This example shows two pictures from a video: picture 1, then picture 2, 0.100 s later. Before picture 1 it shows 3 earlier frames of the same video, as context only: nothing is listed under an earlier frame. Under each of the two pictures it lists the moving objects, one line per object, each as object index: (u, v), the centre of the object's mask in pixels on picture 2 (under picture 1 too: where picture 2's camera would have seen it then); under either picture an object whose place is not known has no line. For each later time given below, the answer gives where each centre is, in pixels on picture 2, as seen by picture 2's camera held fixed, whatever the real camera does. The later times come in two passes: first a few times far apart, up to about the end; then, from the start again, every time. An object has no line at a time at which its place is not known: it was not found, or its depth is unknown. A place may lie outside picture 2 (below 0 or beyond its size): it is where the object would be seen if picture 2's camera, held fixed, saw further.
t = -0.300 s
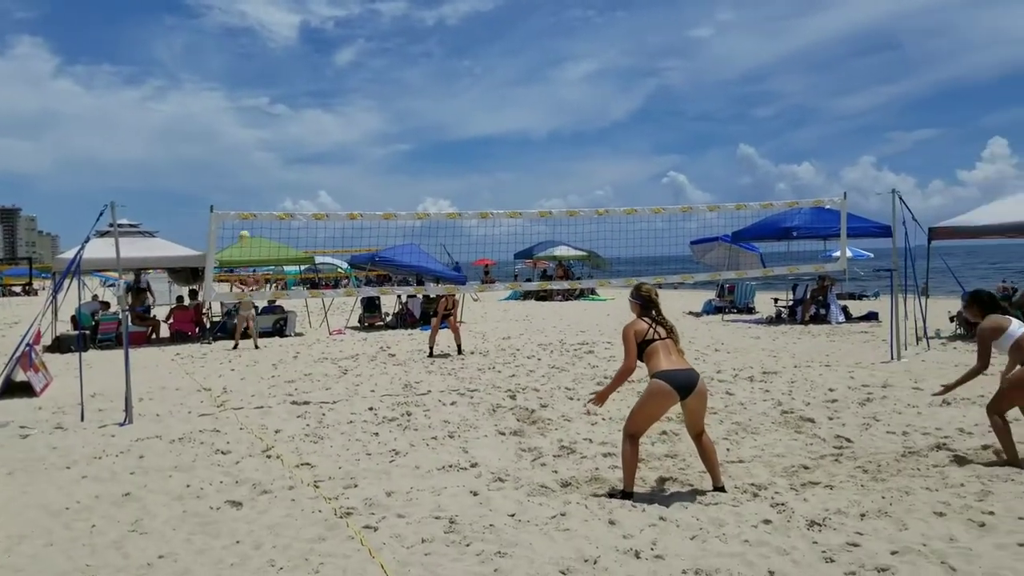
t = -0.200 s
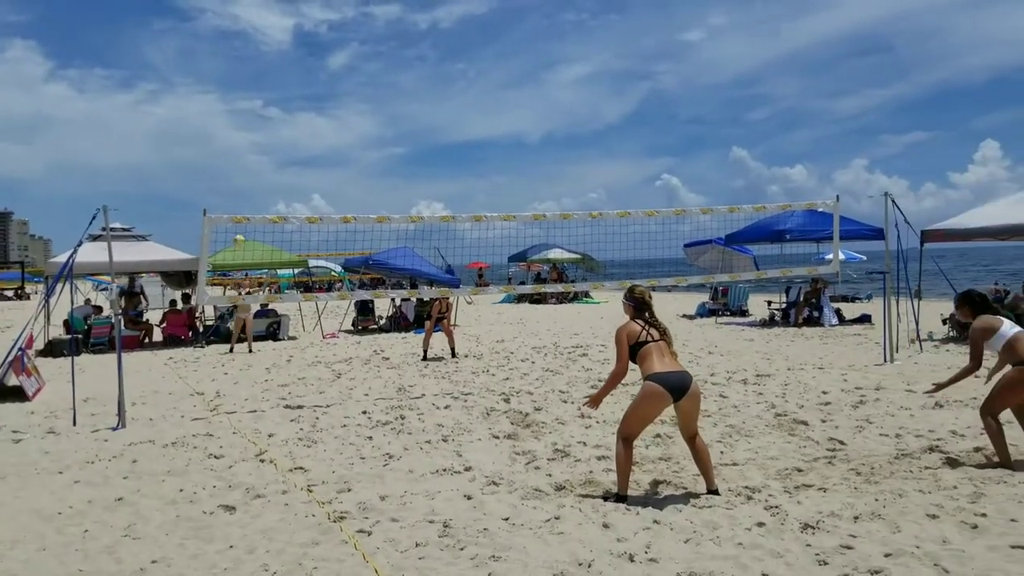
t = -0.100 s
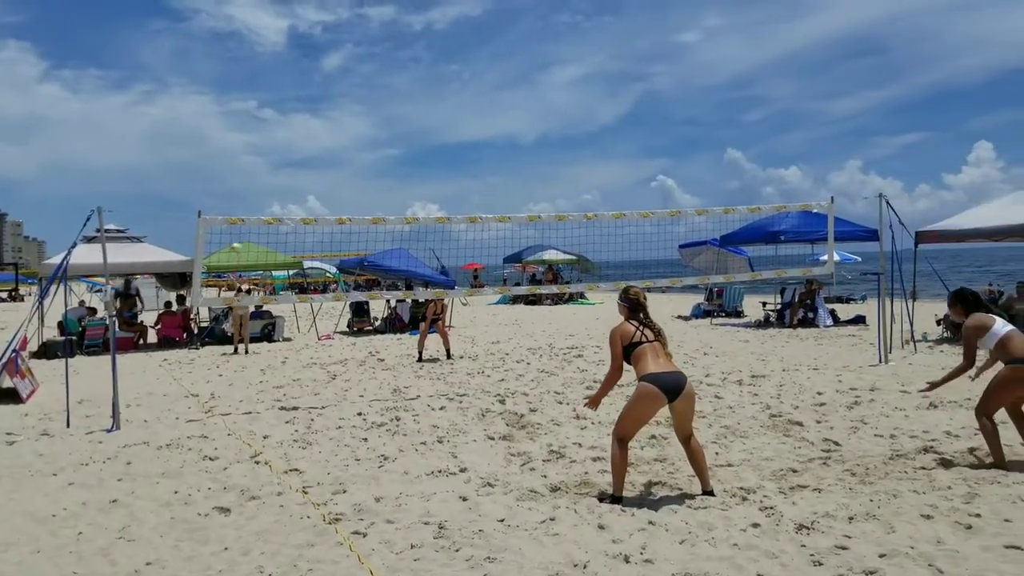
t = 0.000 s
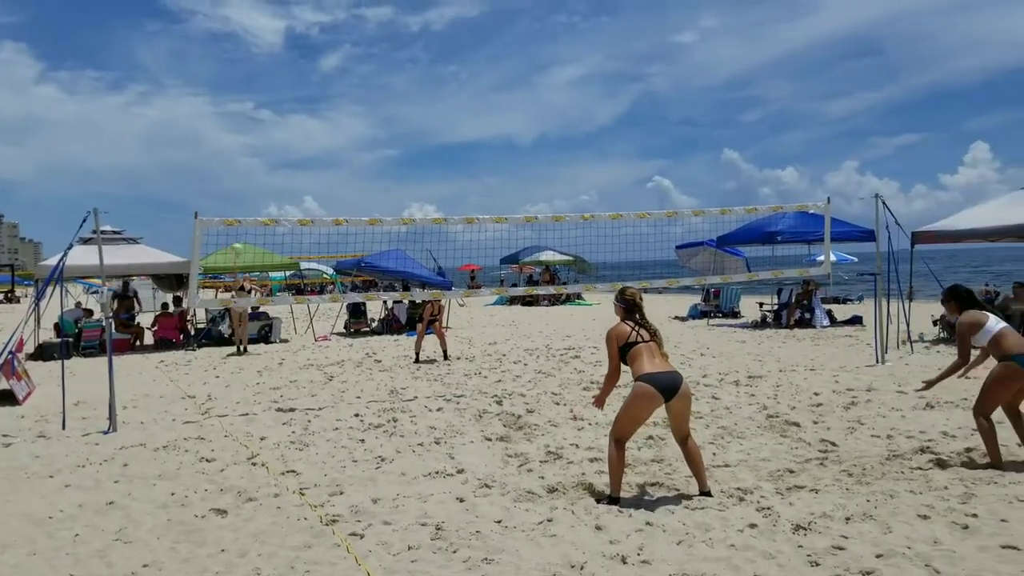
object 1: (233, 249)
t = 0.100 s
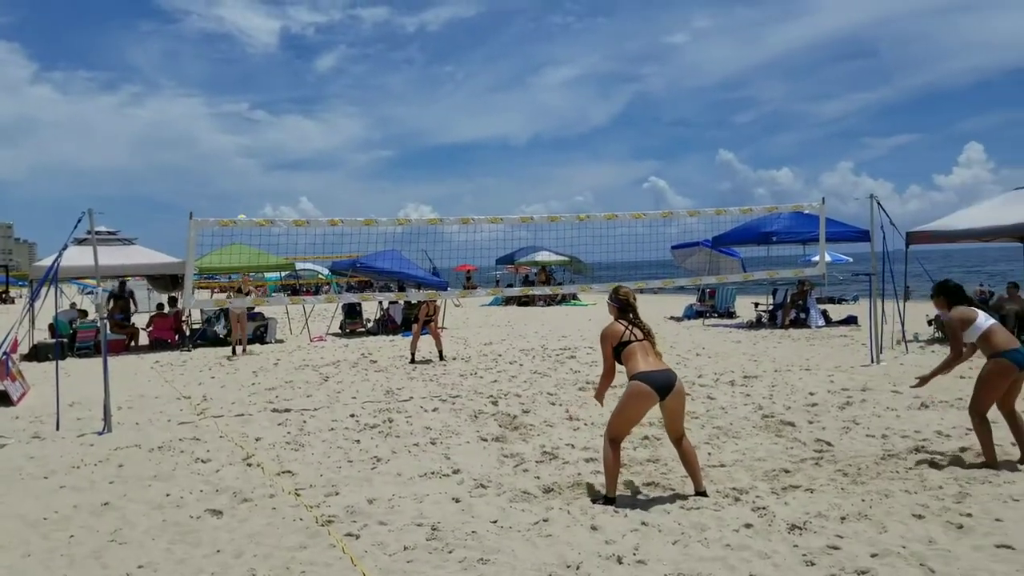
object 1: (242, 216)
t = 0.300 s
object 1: (262, 168)
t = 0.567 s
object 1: (297, 119)
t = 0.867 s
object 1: (345, 125)
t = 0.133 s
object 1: (244, 211)
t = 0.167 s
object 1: (248, 202)
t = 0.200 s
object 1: (251, 194)
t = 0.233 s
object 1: (255, 184)
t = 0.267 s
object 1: (258, 176)
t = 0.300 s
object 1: (262, 168)
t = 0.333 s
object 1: (266, 160)
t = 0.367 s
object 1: (269, 153)
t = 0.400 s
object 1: (273, 146)
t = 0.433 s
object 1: (278, 139)
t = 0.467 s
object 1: (282, 133)
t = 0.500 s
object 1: (287, 129)
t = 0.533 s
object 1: (292, 124)
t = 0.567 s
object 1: (297, 119)
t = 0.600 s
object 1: (302, 117)
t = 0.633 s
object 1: (306, 114)
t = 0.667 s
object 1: (312, 112)
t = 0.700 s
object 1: (317, 112)
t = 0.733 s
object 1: (323, 112)
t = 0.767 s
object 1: (328, 113)
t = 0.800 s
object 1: (333, 116)
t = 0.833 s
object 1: (339, 119)
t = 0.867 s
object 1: (345, 125)
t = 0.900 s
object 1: (352, 131)
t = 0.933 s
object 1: (359, 139)
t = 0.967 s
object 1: (366, 150)
